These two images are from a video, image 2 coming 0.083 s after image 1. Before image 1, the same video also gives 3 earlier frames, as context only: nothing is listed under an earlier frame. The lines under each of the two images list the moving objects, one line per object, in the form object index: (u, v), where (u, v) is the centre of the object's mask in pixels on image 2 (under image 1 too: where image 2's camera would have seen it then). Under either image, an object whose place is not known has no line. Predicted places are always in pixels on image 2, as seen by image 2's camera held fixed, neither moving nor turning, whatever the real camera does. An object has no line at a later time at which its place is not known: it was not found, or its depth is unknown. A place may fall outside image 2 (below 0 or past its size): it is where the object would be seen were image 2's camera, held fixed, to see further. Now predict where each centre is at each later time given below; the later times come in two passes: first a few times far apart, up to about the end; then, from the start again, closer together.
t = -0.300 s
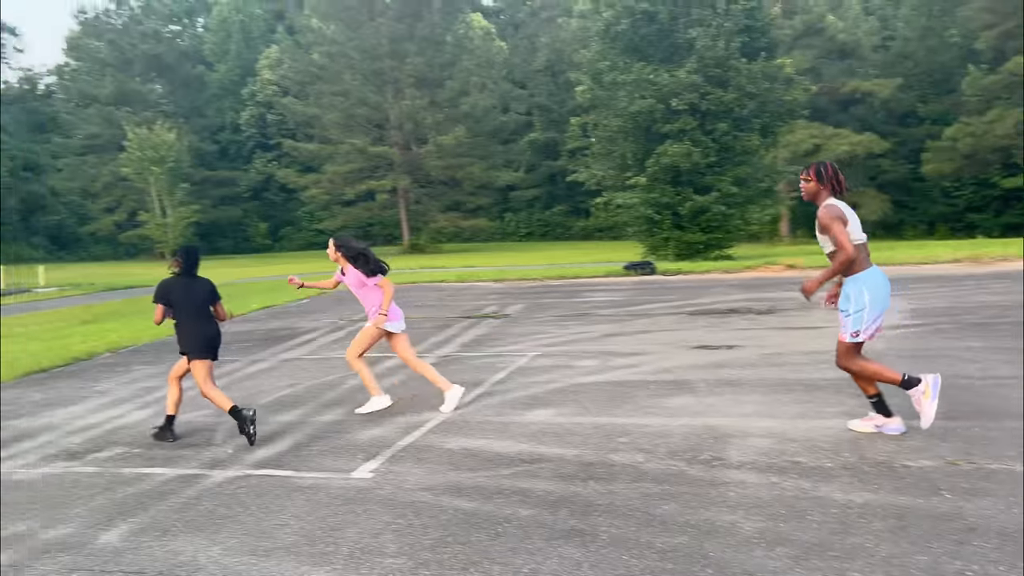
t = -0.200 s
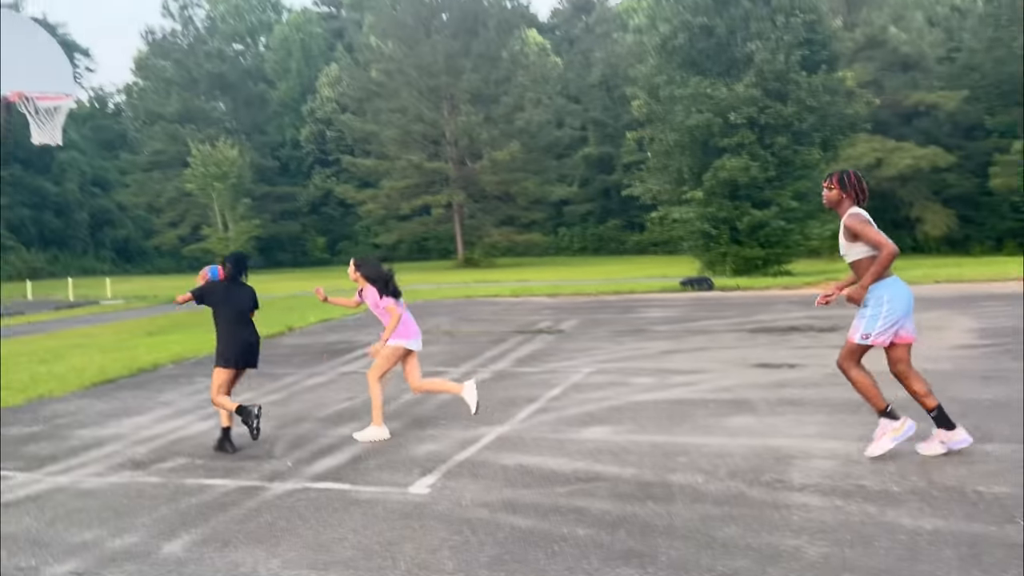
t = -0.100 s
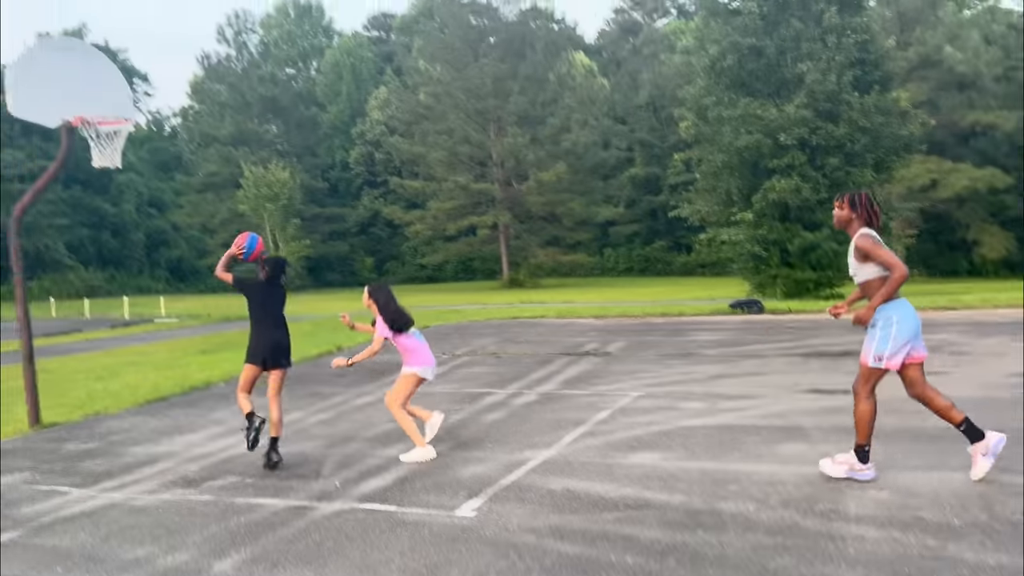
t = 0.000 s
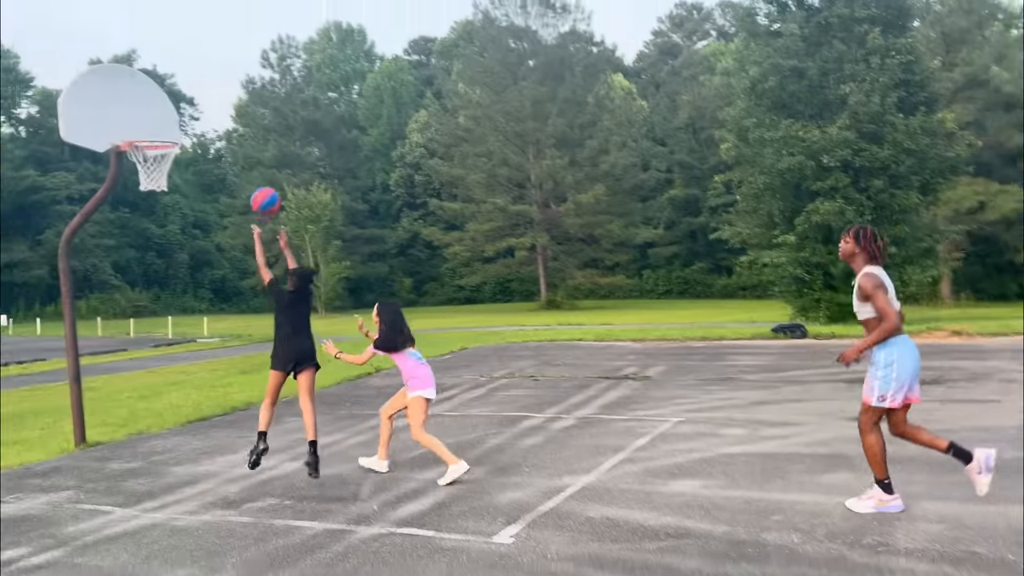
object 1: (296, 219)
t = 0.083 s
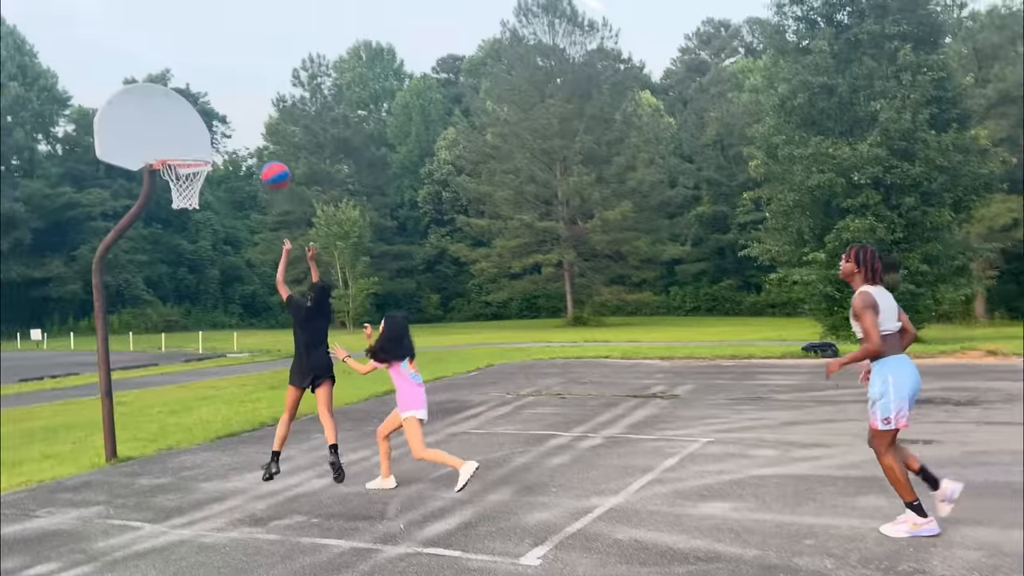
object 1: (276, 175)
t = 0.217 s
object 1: (248, 123)
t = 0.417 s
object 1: (217, 87)
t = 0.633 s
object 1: (185, 96)
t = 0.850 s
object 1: (207, 133)
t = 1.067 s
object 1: (260, 205)
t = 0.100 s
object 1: (272, 166)
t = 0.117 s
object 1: (269, 158)
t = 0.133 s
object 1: (265, 153)
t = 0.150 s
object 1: (261, 146)
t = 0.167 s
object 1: (258, 140)
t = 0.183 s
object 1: (255, 134)
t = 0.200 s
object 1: (251, 129)
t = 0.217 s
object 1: (248, 123)
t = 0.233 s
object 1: (245, 119)
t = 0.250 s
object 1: (241, 114)
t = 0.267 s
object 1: (238, 110)
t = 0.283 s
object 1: (235, 106)
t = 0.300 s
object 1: (233, 103)
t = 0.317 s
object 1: (230, 99)
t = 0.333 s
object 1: (227, 97)
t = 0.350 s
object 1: (225, 94)
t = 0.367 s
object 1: (222, 92)
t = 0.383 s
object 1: (220, 90)
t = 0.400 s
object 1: (219, 88)
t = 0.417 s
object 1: (217, 87)
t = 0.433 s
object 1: (214, 86)
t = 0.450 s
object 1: (212, 85)
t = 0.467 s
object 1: (208, 85)
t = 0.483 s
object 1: (207, 85)
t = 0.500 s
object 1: (203, 85)
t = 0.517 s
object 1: (203, 85)
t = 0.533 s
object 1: (201, 86)
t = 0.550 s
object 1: (196, 87)
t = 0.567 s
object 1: (197, 88)
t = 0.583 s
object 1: (192, 90)
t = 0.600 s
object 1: (193, 91)
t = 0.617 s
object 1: (190, 93)
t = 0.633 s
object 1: (185, 96)
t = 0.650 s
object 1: (182, 98)
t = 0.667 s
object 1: (182, 100)
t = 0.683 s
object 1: (180, 102)
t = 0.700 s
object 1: (178, 107)
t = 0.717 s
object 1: (176, 110)
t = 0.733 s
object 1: (178, 112)
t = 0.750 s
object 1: (182, 114)
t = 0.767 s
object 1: (185, 117)
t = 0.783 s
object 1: (189, 120)
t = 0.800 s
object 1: (193, 123)
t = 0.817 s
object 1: (197, 126)
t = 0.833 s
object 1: (202, 129)
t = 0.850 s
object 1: (207, 133)
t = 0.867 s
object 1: (211, 137)
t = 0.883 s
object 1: (213, 141)
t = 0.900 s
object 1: (218, 146)
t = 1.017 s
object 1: (247, 184)
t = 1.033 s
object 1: (252, 191)
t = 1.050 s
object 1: (255, 198)
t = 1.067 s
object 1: (260, 205)
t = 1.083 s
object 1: (266, 211)
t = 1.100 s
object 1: (269, 220)
